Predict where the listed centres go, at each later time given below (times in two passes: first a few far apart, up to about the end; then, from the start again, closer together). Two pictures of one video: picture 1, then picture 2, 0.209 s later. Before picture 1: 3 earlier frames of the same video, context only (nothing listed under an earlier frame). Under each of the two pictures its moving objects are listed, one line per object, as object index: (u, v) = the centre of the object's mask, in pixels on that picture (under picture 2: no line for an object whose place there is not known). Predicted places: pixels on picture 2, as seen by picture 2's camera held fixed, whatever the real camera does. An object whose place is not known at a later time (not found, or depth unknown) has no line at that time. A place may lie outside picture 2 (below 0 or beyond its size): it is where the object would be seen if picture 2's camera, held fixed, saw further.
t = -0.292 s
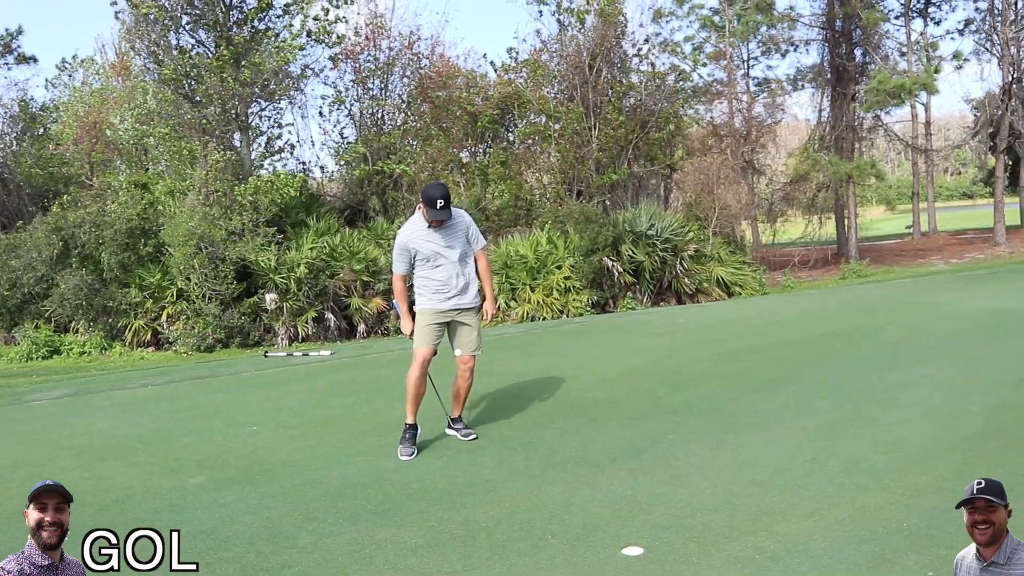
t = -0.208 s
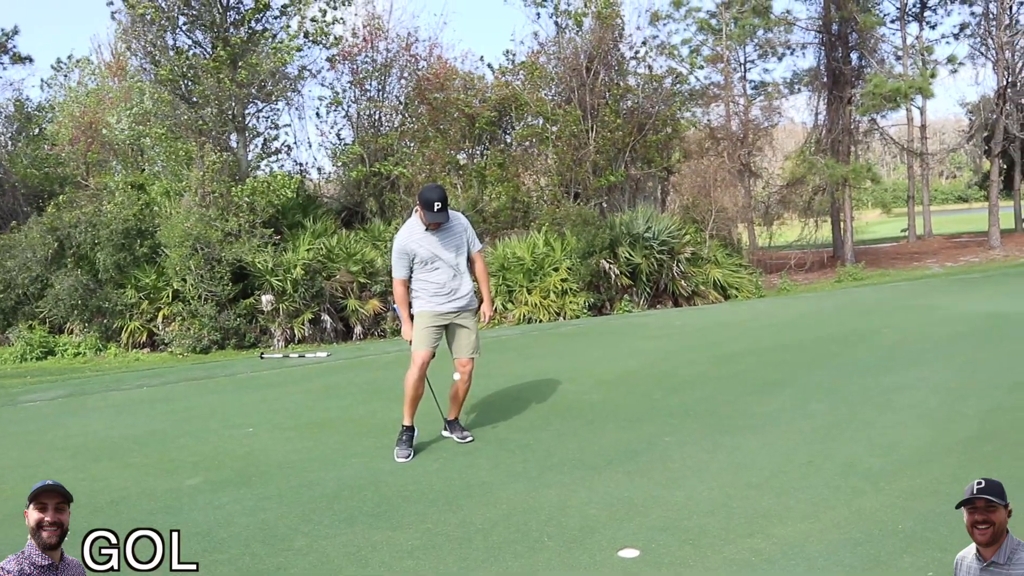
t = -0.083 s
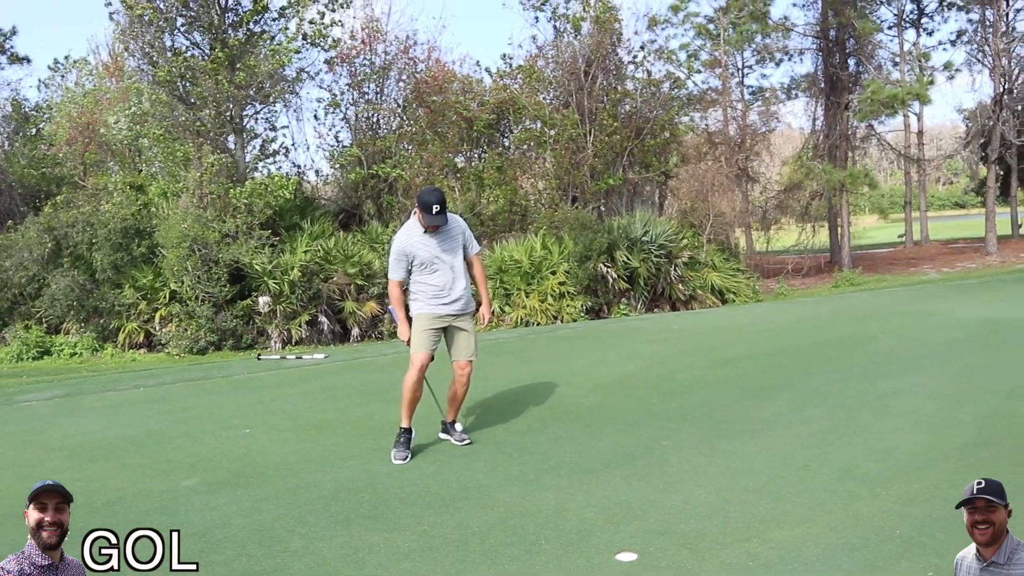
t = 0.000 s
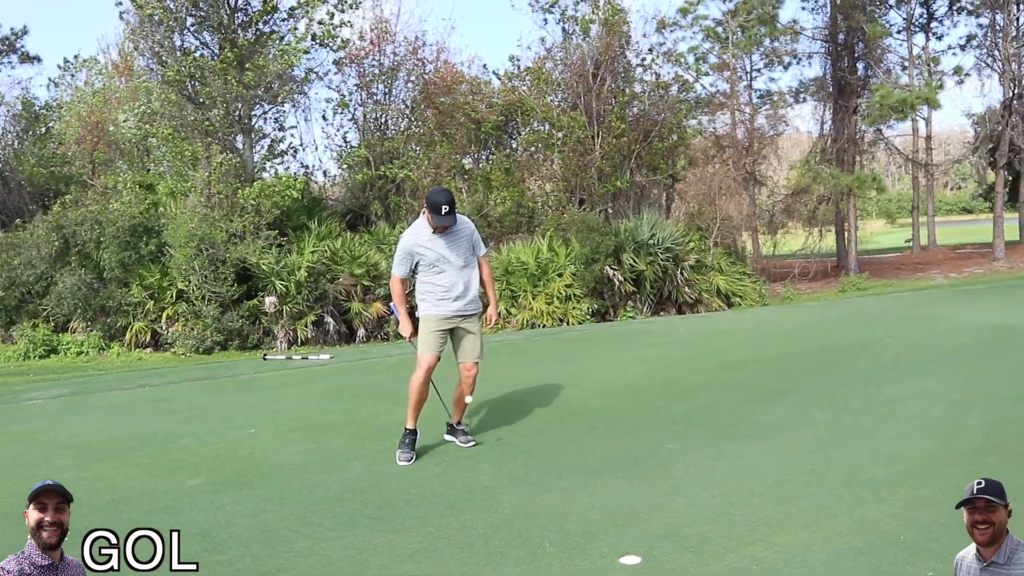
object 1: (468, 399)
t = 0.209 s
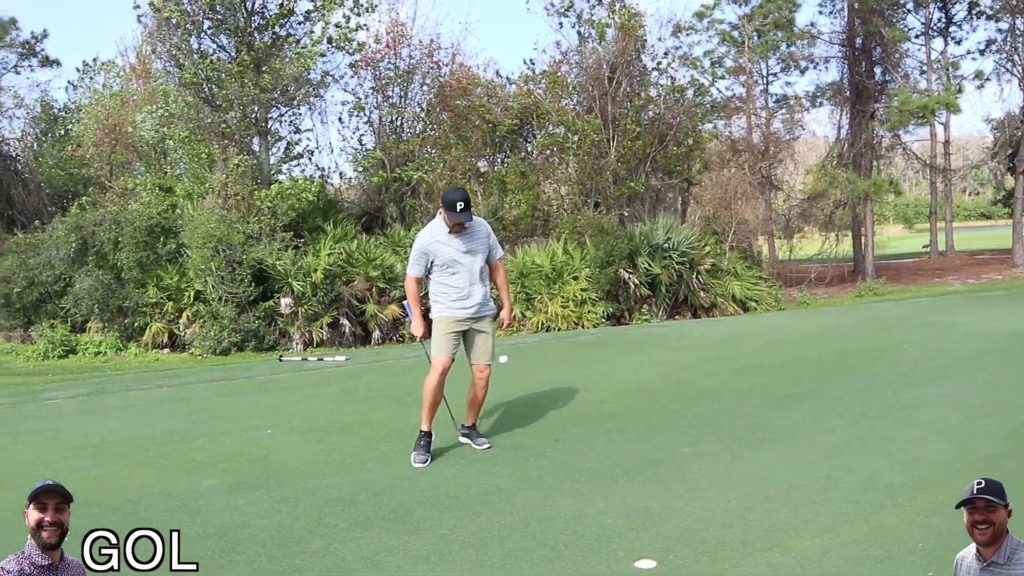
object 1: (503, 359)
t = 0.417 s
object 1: (529, 387)
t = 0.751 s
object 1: (578, 497)
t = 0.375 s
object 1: (524, 377)
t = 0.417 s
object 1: (529, 387)
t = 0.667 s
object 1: (571, 502)
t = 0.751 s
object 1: (578, 497)
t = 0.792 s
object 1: (582, 500)
